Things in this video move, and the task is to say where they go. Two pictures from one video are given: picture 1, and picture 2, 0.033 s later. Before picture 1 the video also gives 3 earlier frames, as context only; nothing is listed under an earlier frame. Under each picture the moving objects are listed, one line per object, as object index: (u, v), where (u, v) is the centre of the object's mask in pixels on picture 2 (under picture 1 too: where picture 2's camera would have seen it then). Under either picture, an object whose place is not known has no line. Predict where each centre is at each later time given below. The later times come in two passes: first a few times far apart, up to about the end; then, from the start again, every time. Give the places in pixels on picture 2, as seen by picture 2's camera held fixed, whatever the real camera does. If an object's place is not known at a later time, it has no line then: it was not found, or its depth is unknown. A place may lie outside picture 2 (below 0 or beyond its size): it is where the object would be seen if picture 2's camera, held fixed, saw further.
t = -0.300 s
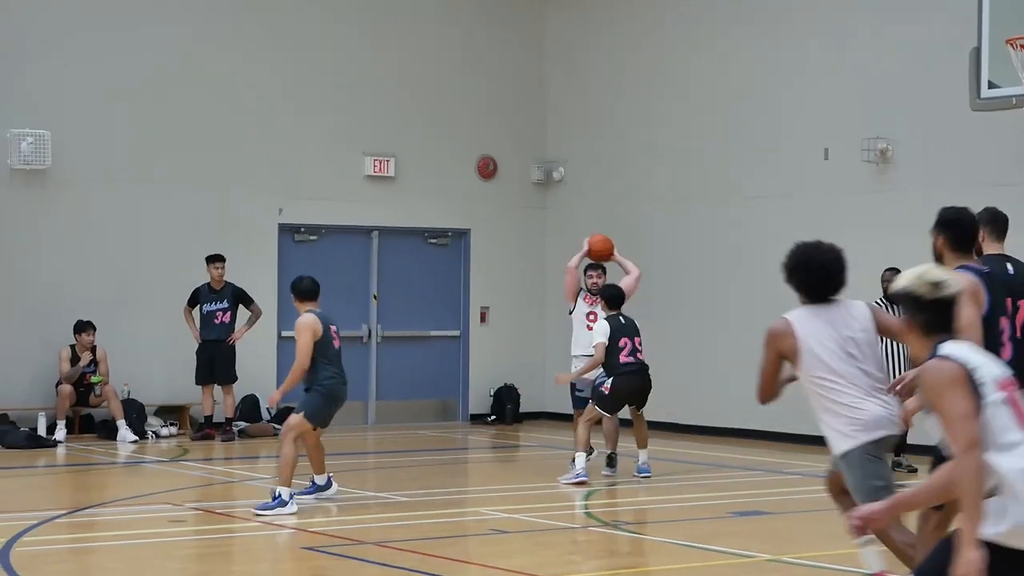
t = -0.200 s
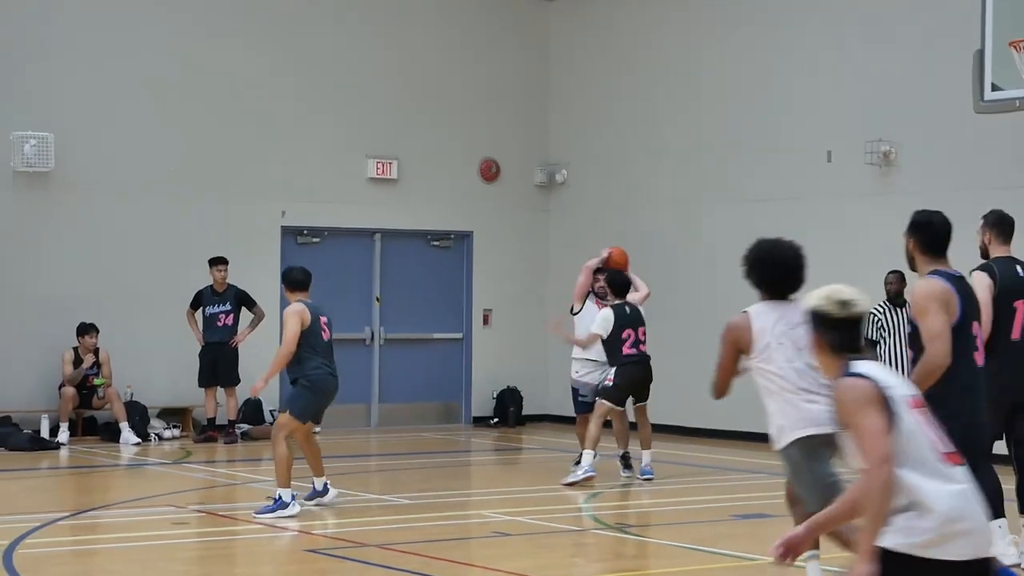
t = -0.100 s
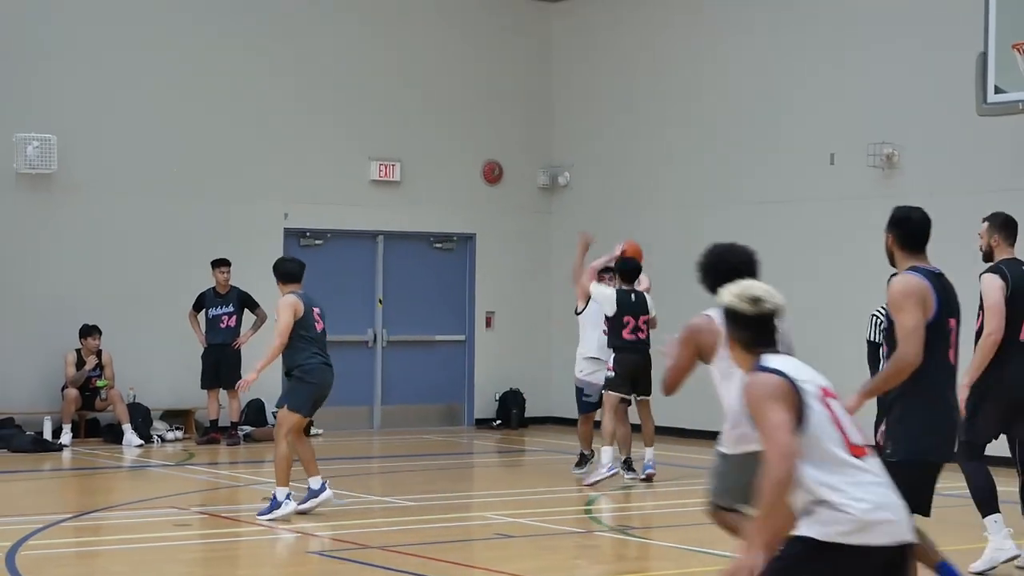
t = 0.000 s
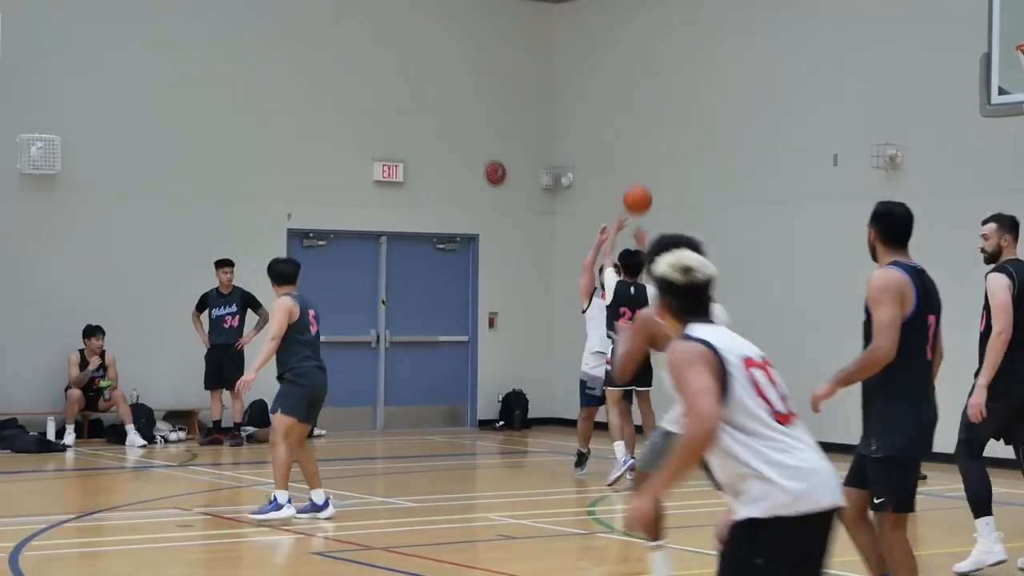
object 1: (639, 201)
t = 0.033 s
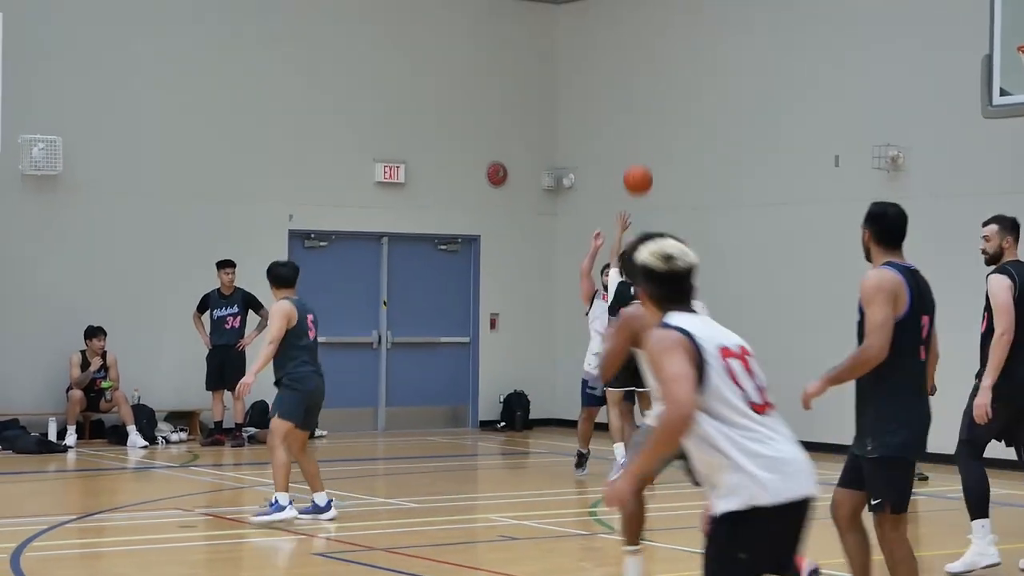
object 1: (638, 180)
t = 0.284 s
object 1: (628, 52)
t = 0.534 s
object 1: (619, -10)
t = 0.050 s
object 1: (637, 170)
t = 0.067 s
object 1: (637, 161)
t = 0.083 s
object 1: (636, 151)
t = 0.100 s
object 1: (636, 142)
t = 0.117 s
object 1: (635, 132)
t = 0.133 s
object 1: (634, 124)
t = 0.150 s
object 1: (634, 115)
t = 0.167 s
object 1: (633, 106)
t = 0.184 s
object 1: (632, 98)
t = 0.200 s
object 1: (632, 90)
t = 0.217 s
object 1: (631, 82)
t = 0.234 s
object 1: (630, 74)
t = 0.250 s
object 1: (630, 67)
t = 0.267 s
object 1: (629, 60)
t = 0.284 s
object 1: (628, 52)
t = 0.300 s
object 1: (628, 46)
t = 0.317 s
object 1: (627, 39)
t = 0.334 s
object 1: (626, 33)
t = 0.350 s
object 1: (626, 27)
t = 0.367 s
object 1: (625, 21)
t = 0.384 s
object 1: (623, 17)
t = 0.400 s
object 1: (623, 13)
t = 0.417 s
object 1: (621, 8)
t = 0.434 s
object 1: (620, 5)
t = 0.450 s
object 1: (620, 1)
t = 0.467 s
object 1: (619, -2)
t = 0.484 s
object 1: (619, -5)
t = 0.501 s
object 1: (618, -7)
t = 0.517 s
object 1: (618, -10)
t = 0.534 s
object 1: (619, -10)
